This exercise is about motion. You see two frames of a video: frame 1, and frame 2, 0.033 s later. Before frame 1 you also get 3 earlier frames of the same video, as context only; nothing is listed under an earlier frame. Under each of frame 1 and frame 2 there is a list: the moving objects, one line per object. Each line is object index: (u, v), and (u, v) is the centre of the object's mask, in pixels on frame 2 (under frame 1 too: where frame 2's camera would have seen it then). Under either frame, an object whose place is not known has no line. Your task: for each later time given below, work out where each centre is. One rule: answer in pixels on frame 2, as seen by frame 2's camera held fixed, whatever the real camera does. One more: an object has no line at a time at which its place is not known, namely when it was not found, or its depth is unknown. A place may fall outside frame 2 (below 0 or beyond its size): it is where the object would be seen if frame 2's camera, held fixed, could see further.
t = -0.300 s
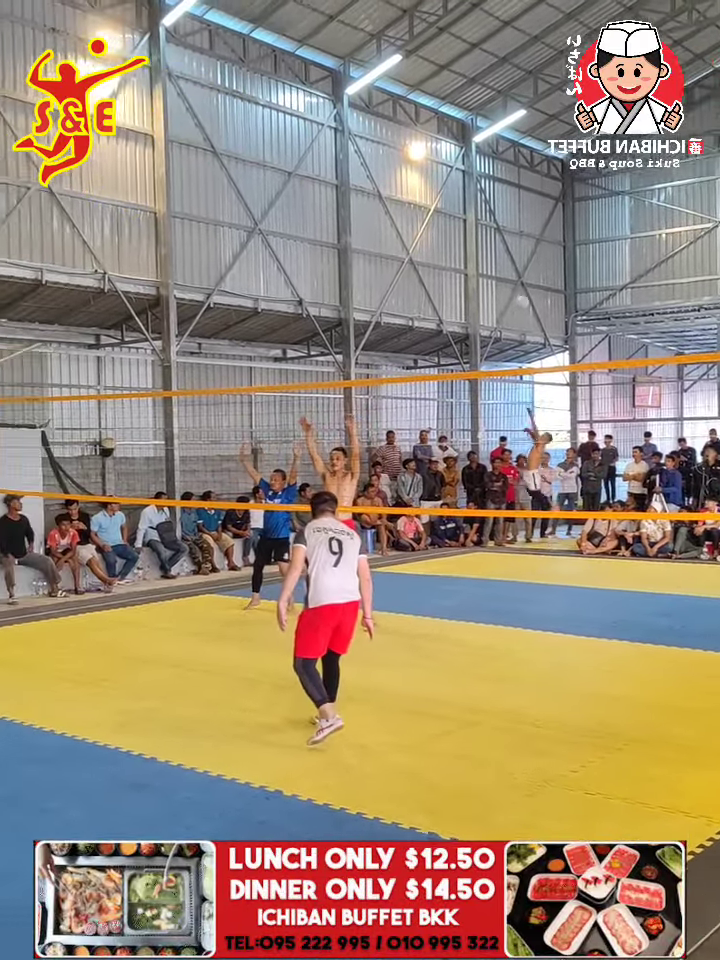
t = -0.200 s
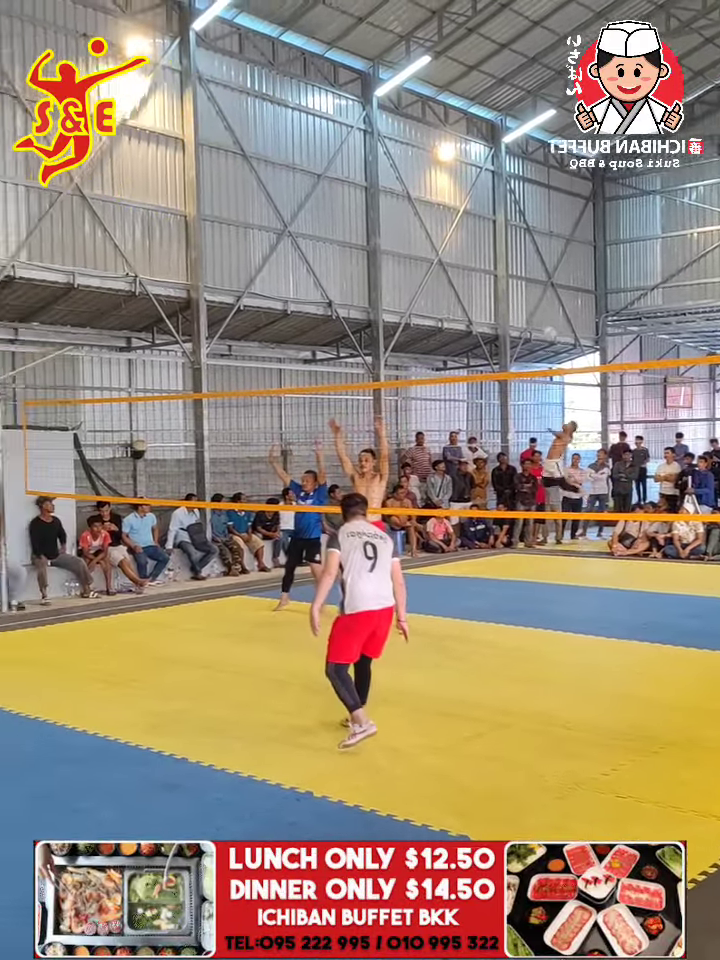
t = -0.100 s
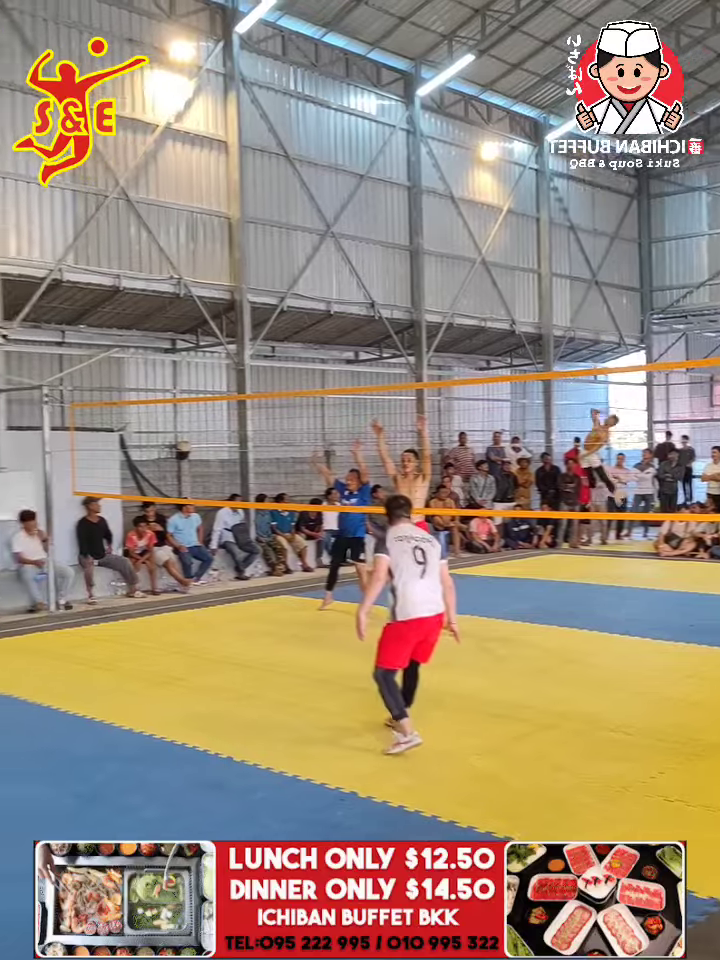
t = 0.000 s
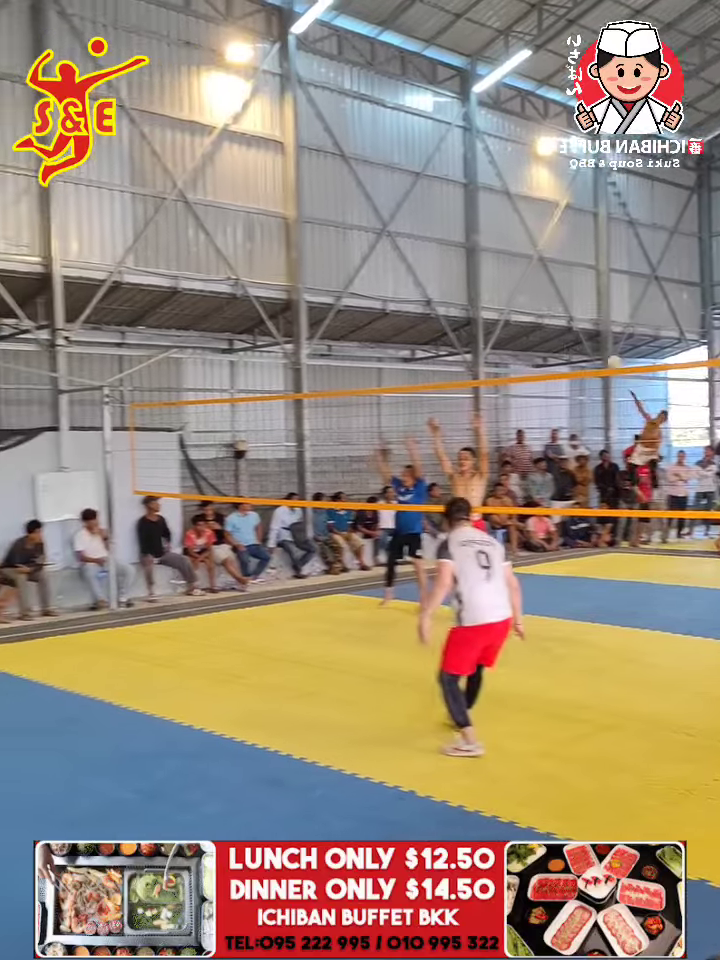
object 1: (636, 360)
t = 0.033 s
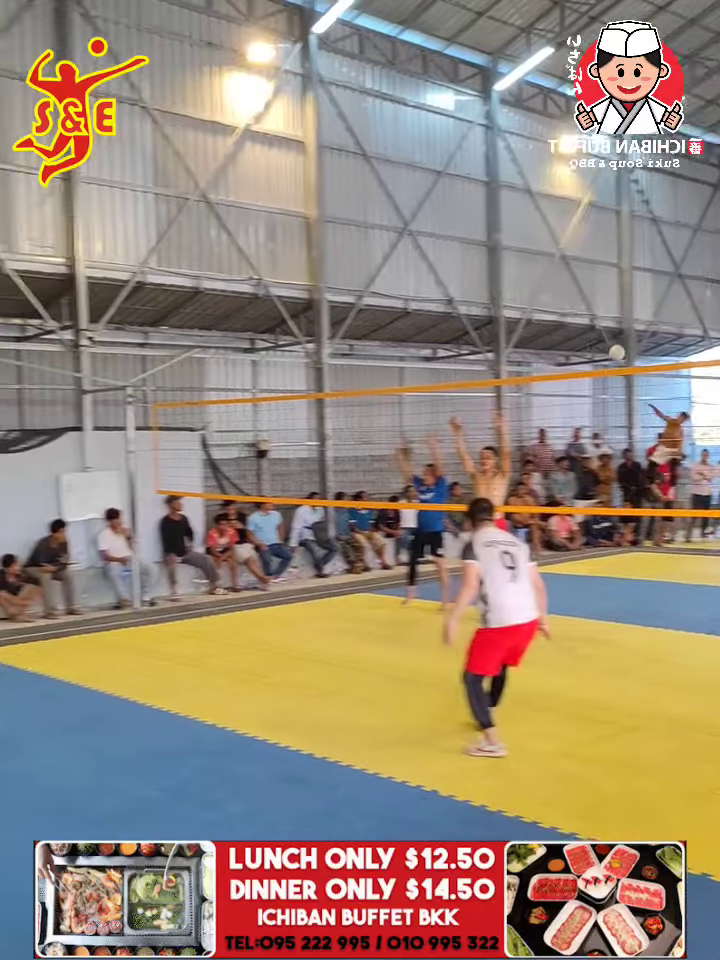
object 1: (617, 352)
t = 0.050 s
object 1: (606, 348)
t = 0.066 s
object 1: (595, 345)
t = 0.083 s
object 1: (583, 342)
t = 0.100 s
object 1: (571, 338)
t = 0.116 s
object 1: (560, 336)
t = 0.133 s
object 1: (547, 334)
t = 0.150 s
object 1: (534, 332)
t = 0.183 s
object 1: (507, 330)
